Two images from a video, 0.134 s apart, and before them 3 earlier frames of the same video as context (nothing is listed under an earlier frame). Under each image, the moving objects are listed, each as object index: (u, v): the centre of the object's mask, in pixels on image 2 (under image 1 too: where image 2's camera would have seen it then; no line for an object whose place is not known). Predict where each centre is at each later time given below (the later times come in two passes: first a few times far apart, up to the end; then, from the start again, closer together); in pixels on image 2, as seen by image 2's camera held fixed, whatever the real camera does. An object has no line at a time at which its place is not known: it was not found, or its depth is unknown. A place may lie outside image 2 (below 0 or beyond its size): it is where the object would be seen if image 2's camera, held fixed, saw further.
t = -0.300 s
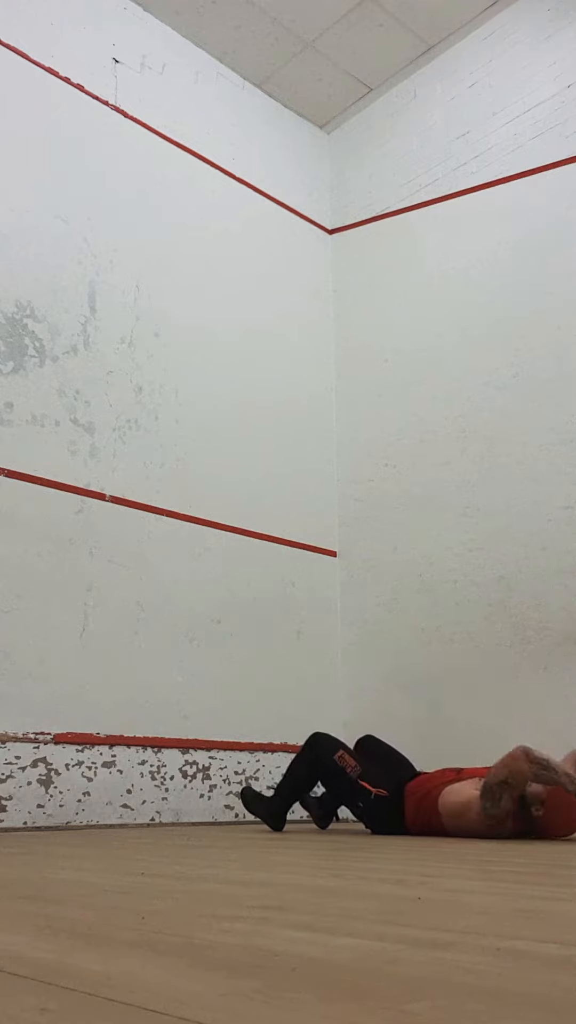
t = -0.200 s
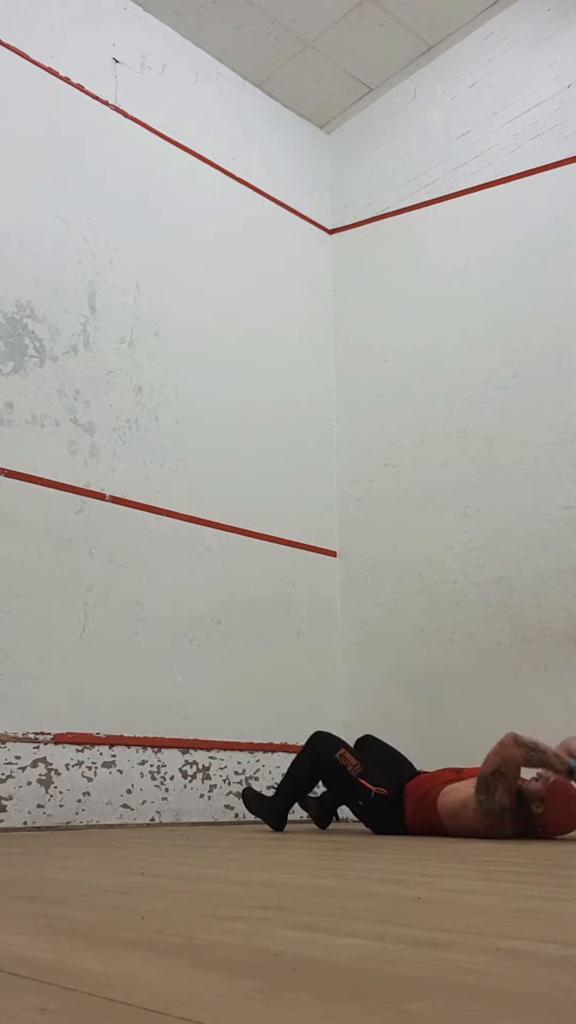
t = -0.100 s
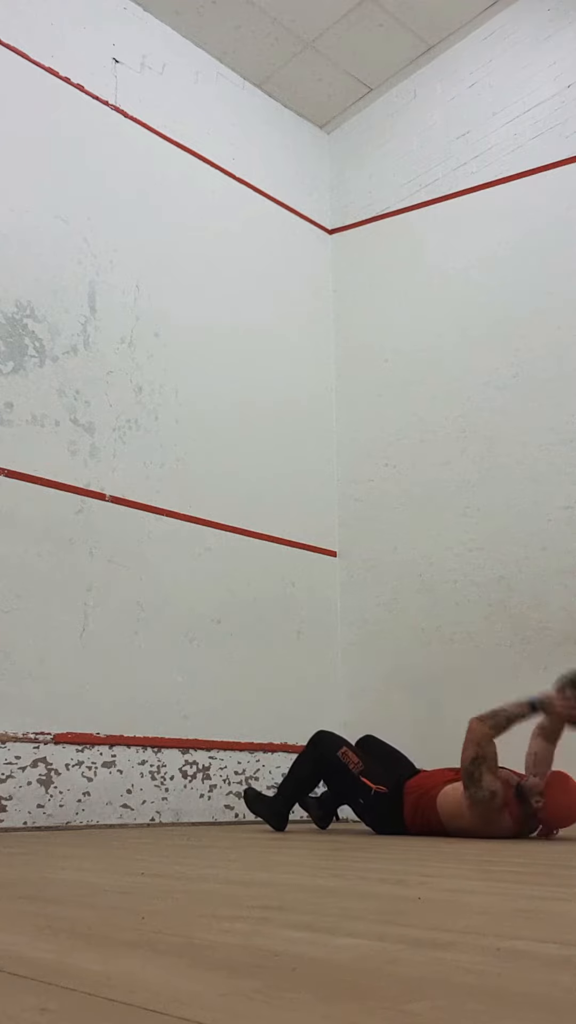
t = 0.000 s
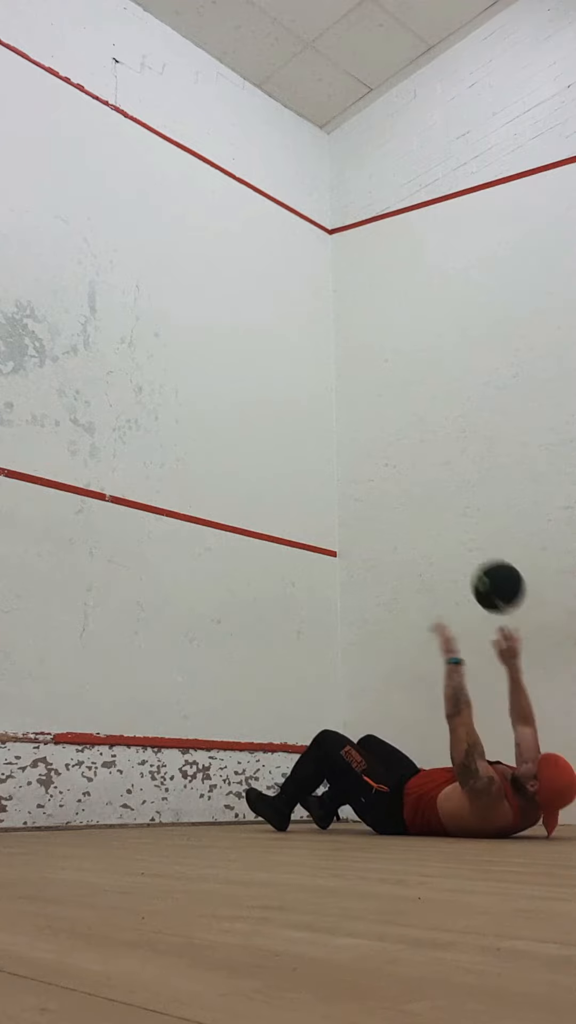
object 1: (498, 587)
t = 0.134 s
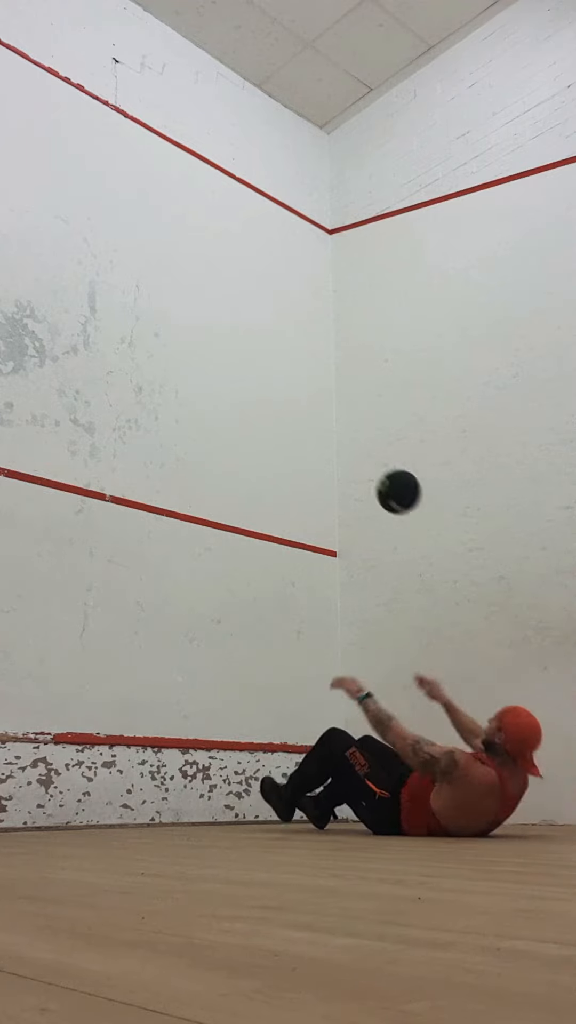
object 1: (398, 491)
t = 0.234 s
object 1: (339, 454)
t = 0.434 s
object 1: (243, 437)
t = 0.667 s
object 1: (212, 462)
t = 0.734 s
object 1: (233, 471)
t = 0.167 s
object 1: (377, 476)
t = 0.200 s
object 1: (357, 463)
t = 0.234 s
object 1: (339, 454)
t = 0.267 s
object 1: (321, 446)
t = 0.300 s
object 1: (304, 440)
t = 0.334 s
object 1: (288, 437)
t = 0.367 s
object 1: (273, 435)
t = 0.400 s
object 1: (258, 435)
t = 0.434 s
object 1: (243, 437)
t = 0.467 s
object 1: (229, 440)
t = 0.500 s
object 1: (216, 445)
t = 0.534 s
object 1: (203, 451)
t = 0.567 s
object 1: (190, 459)
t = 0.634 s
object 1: (202, 461)
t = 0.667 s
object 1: (212, 462)
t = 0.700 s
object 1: (222, 466)
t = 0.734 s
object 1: (233, 471)
